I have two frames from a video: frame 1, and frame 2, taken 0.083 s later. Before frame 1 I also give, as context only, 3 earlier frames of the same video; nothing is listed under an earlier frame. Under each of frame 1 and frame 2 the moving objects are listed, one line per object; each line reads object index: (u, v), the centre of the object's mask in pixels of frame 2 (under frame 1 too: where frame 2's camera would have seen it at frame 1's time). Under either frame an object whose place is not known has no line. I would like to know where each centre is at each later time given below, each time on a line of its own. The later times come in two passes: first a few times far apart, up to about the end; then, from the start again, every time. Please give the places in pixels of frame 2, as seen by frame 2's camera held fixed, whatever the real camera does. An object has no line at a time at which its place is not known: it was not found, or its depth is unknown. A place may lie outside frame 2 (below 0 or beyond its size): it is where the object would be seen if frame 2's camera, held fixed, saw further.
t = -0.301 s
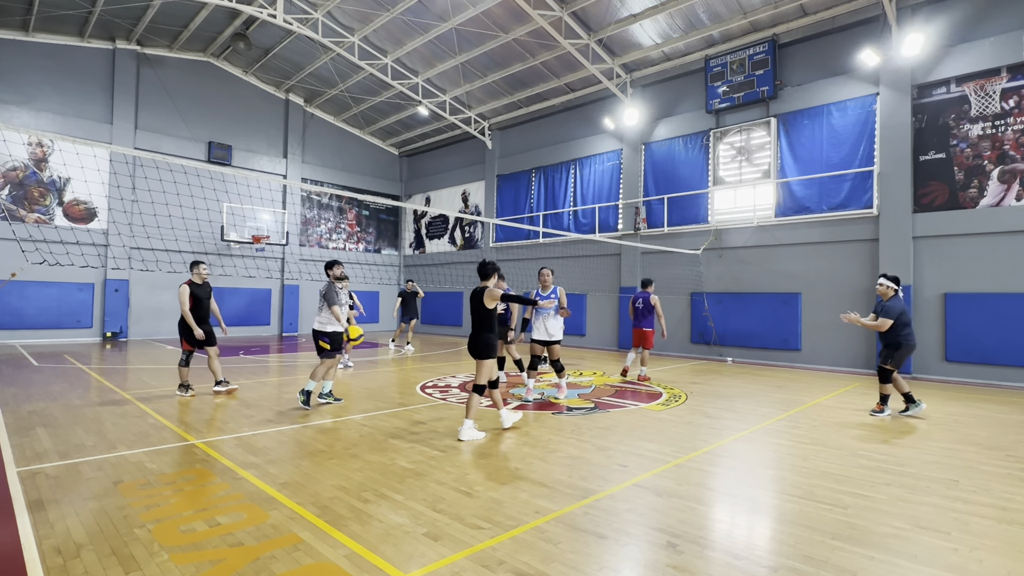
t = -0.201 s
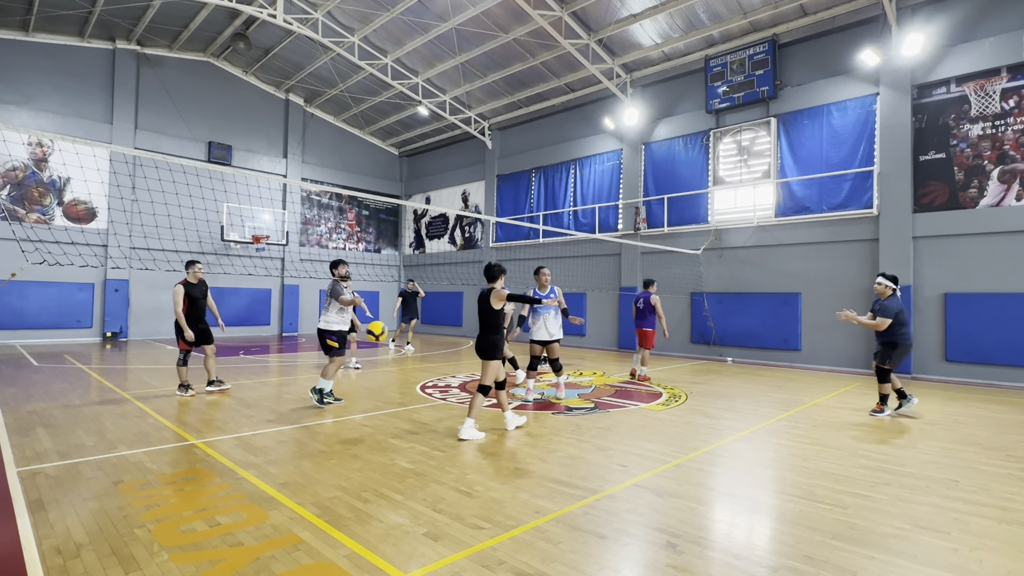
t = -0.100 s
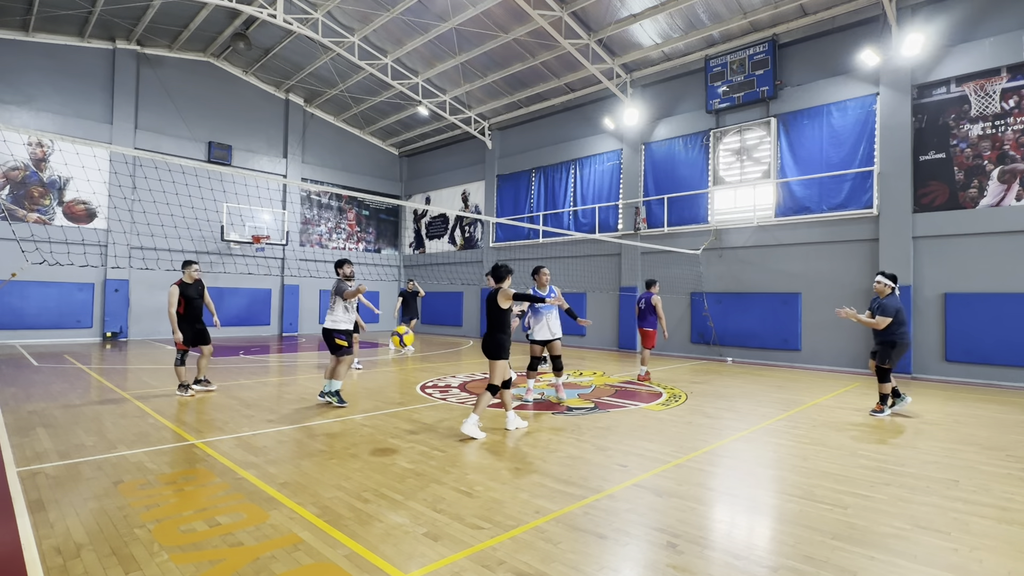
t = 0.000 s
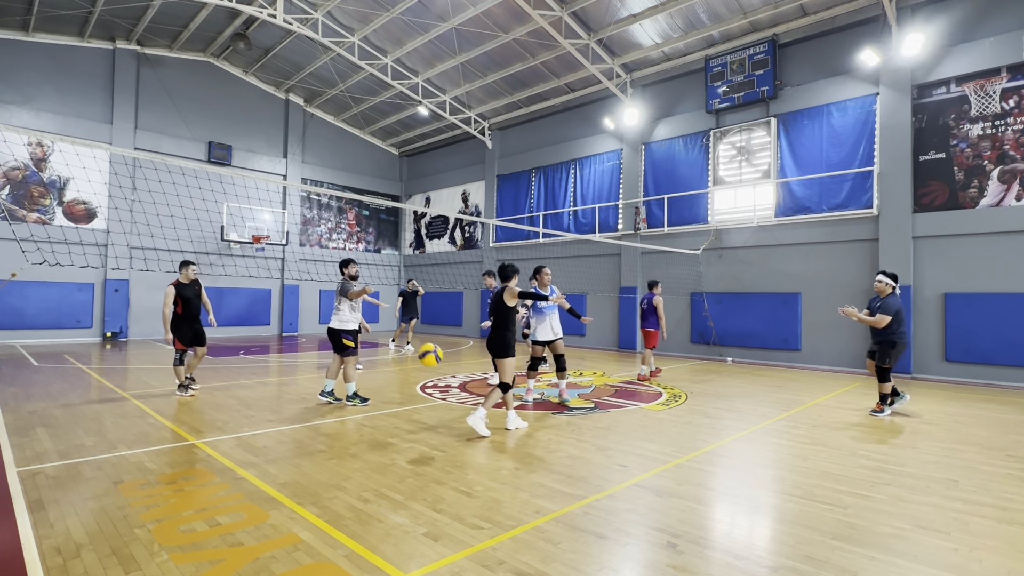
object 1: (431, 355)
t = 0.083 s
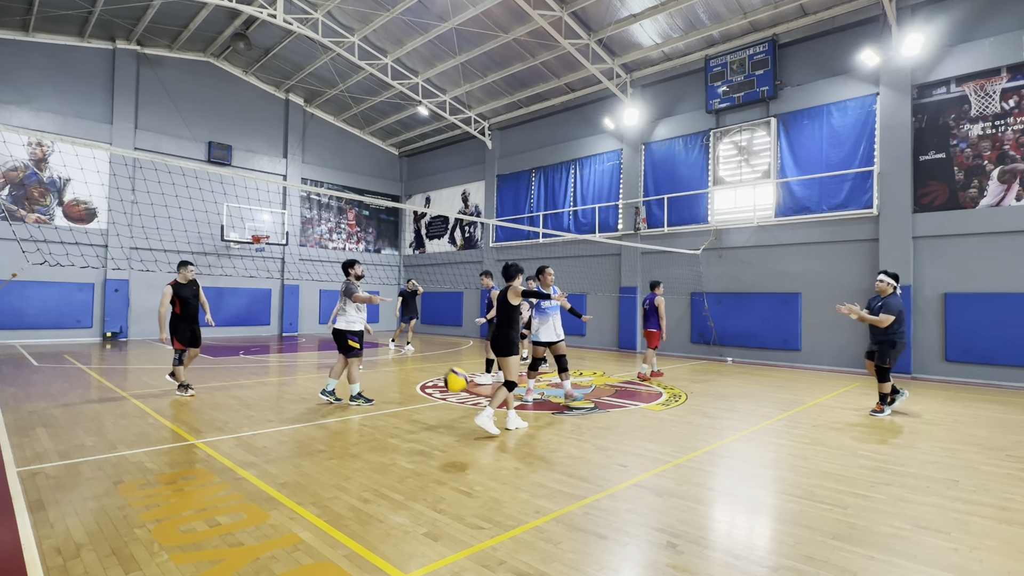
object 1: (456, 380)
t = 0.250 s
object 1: (514, 451)
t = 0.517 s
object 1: (627, 396)
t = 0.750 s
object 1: (760, 435)
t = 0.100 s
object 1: (462, 387)
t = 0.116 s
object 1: (467, 393)
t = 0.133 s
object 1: (473, 400)
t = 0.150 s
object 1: (477, 408)
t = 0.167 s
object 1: (484, 417)
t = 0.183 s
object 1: (492, 426)
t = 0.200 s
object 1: (496, 436)
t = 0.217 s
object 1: (502, 446)
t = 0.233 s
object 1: (509, 456)
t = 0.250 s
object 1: (514, 451)
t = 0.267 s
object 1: (520, 446)
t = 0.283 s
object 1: (527, 440)
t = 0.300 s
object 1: (533, 435)
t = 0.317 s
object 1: (540, 431)
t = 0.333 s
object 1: (546, 426)
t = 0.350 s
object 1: (553, 421)
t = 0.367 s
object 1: (559, 417)
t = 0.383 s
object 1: (566, 413)
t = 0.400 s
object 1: (573, 412)
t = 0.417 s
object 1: (580, 408)
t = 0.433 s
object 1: (588, 405)
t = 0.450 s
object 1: (595, 402)
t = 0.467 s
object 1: (602, 400)
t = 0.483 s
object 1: (611, 399)
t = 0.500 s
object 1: (619, 397)
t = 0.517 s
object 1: (627, 396)
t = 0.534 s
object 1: (635, 396)
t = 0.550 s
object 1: (644, 396)
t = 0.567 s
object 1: (652, 396)
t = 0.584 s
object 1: (662, 397)
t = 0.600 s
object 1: (670, 399)
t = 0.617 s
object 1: (679, 401)
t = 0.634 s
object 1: (688, 403)
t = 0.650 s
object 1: (699, 406)
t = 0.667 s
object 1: (707, 409)
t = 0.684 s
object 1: (718, 413)
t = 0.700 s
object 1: (728, 418)
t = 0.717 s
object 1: (738, 423)
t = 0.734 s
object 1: (749, 429)
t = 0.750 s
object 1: (760, 435)
